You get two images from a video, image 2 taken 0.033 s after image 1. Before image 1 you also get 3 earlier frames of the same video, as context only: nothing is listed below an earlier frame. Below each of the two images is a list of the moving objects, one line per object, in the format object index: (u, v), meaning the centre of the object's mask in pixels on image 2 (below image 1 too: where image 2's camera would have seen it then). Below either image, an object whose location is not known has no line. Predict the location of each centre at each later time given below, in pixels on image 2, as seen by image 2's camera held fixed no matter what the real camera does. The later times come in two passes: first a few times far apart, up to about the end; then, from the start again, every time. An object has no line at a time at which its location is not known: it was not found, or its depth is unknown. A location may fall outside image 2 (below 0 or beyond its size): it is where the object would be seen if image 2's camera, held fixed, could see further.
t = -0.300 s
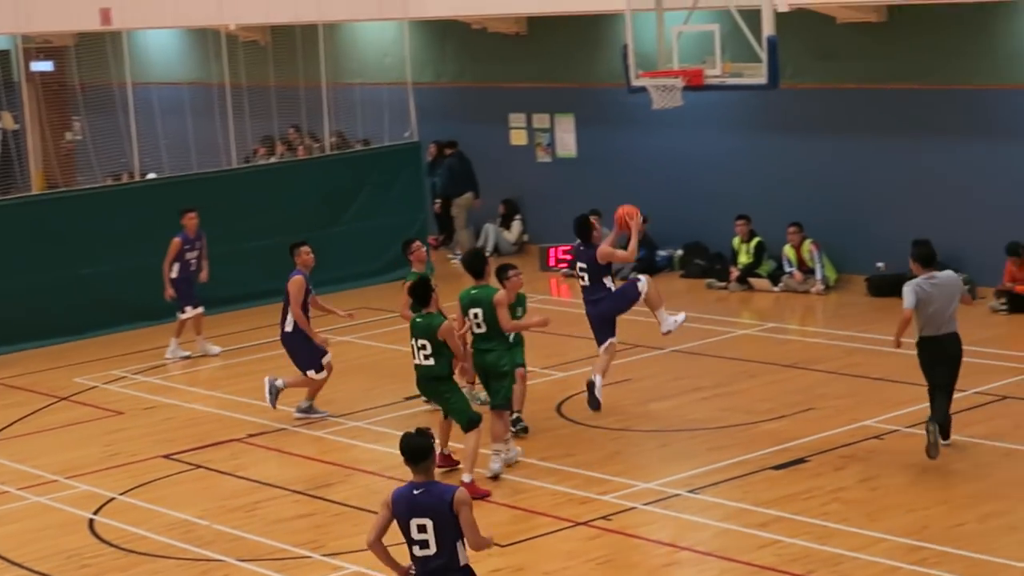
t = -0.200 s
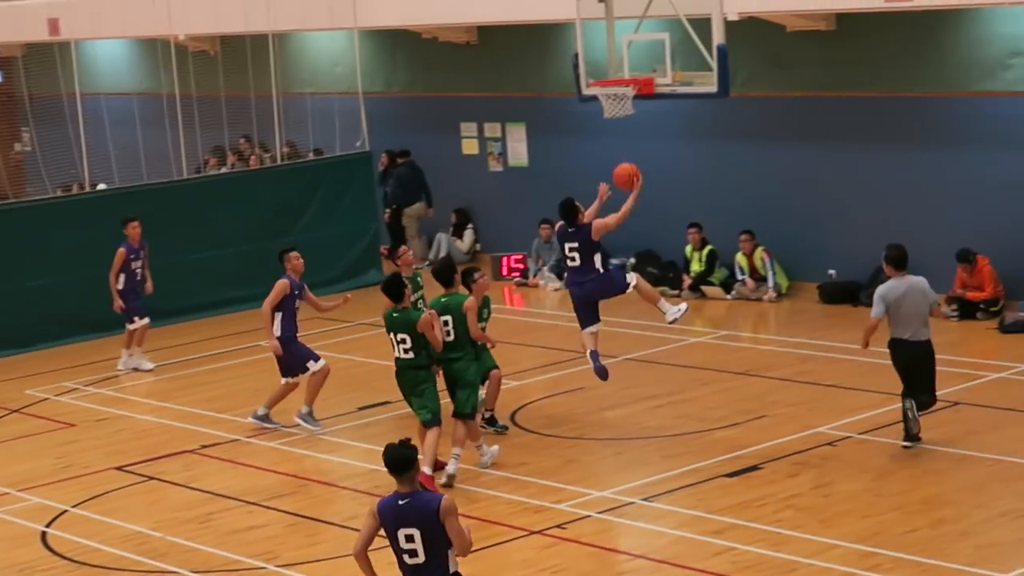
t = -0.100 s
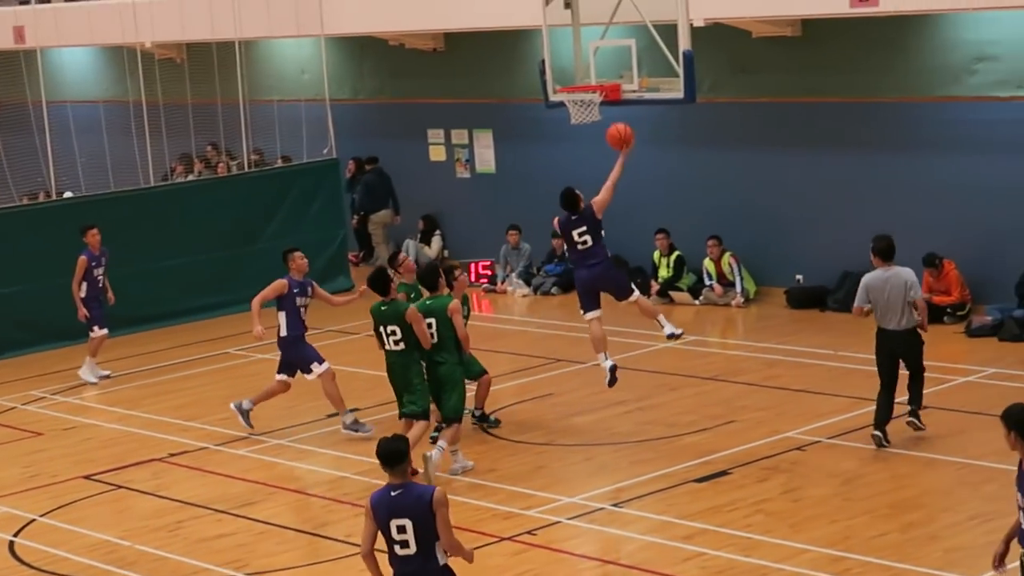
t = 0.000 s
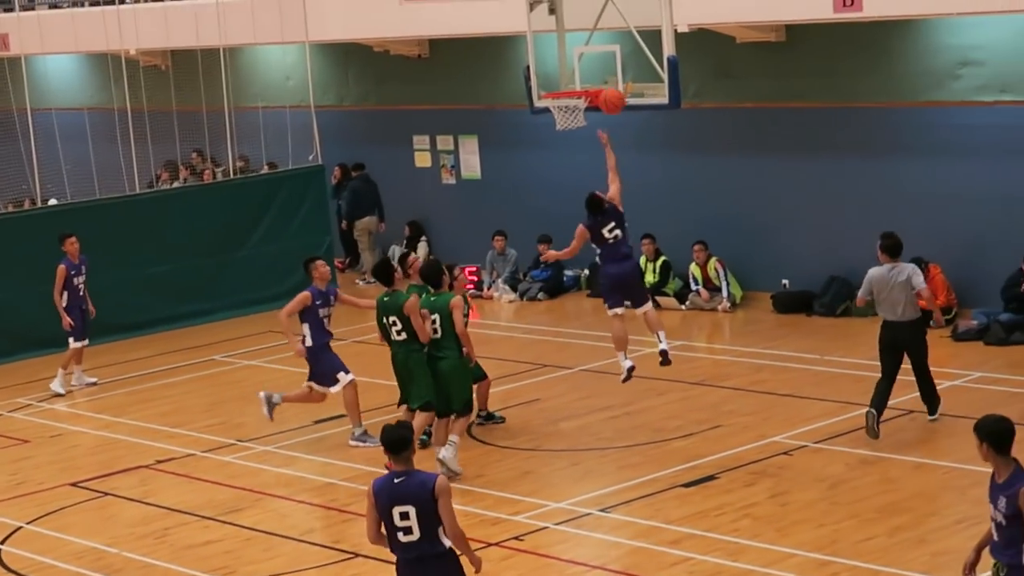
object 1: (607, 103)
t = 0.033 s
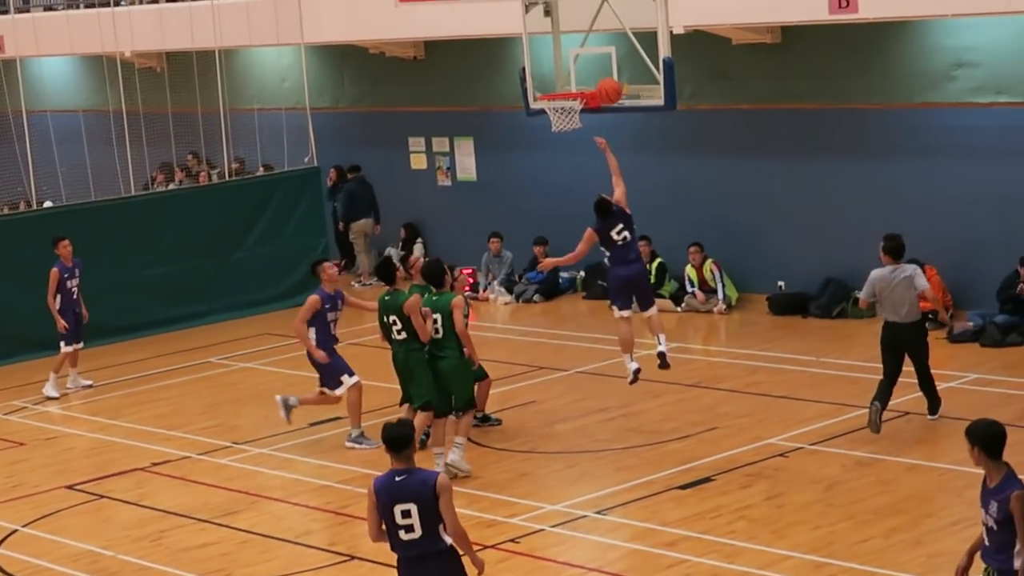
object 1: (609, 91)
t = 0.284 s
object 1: (583, 53)
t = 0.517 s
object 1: (537, 82)
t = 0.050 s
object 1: (609, 87)
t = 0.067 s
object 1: (610, 81)
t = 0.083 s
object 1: (611, 77)
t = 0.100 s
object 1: (611, 73)
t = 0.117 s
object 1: (612, 68)
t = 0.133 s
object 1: (613, 65)
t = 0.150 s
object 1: (611, 63)
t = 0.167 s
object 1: (607, 60)
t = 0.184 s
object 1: (604, 58)
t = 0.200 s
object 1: (600, 56)
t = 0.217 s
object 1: (597, 55)
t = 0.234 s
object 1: (593, 54)
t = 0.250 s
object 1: (589, 53)
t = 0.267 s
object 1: (586, 53)
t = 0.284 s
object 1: (583, 53)
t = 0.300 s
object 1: (579, 53)
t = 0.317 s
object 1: (576, 53)
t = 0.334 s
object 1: (572, 54)
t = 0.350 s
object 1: (569, 55)
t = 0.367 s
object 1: (566, 56)
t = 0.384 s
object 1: (563, 58)
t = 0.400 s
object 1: (559, 60)
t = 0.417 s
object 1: (556, 63)
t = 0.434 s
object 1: (553, 65)
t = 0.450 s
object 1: (550, 68)
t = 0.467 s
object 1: (546, 71)
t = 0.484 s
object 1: (543, 74)
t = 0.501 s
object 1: (540, 78)
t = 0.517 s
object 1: (537, 82)
